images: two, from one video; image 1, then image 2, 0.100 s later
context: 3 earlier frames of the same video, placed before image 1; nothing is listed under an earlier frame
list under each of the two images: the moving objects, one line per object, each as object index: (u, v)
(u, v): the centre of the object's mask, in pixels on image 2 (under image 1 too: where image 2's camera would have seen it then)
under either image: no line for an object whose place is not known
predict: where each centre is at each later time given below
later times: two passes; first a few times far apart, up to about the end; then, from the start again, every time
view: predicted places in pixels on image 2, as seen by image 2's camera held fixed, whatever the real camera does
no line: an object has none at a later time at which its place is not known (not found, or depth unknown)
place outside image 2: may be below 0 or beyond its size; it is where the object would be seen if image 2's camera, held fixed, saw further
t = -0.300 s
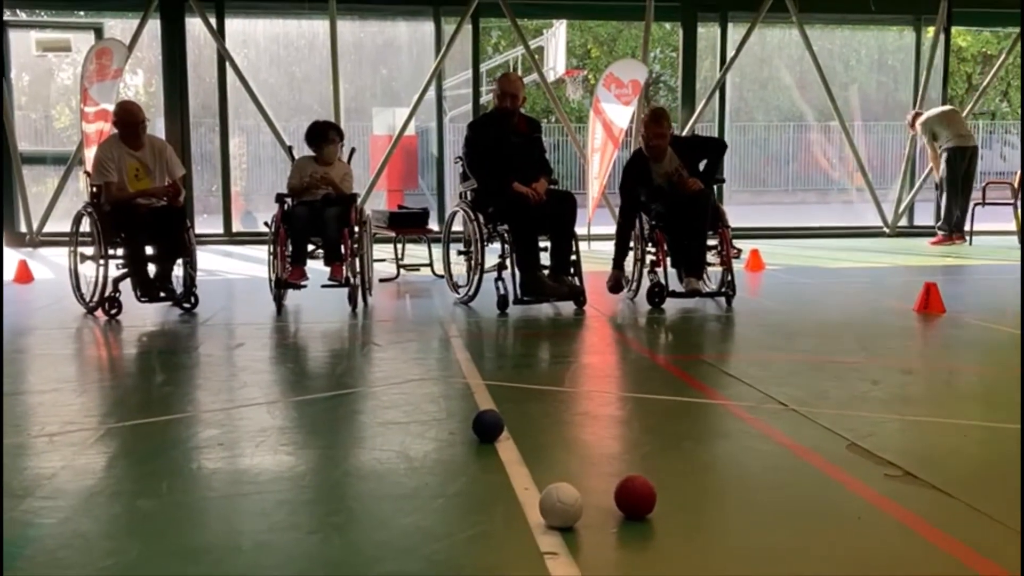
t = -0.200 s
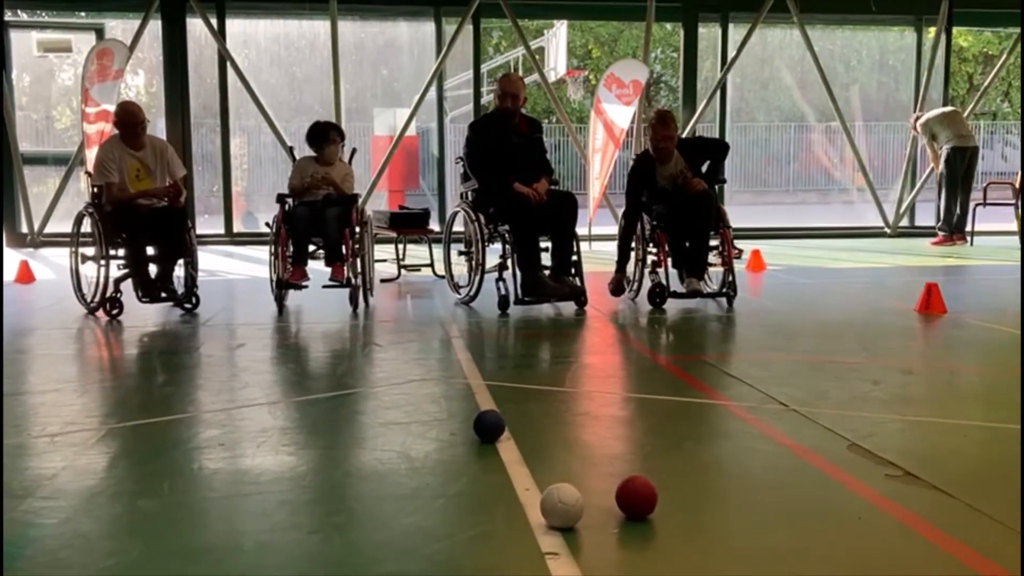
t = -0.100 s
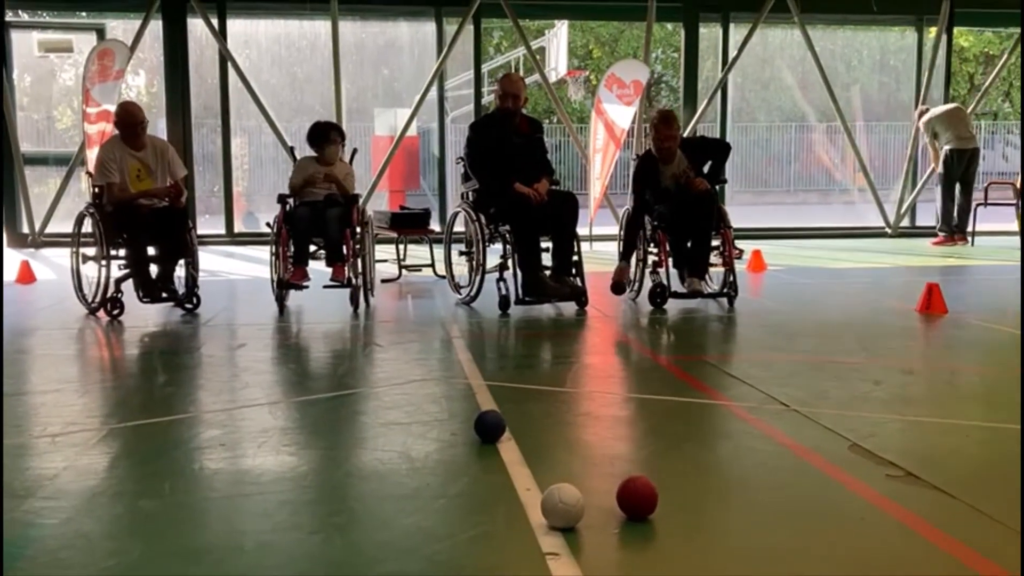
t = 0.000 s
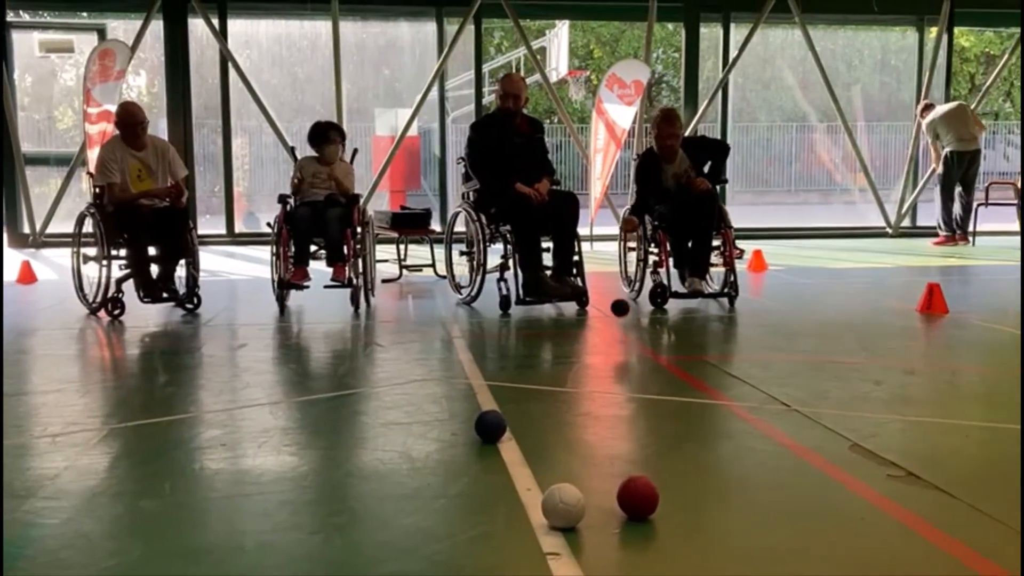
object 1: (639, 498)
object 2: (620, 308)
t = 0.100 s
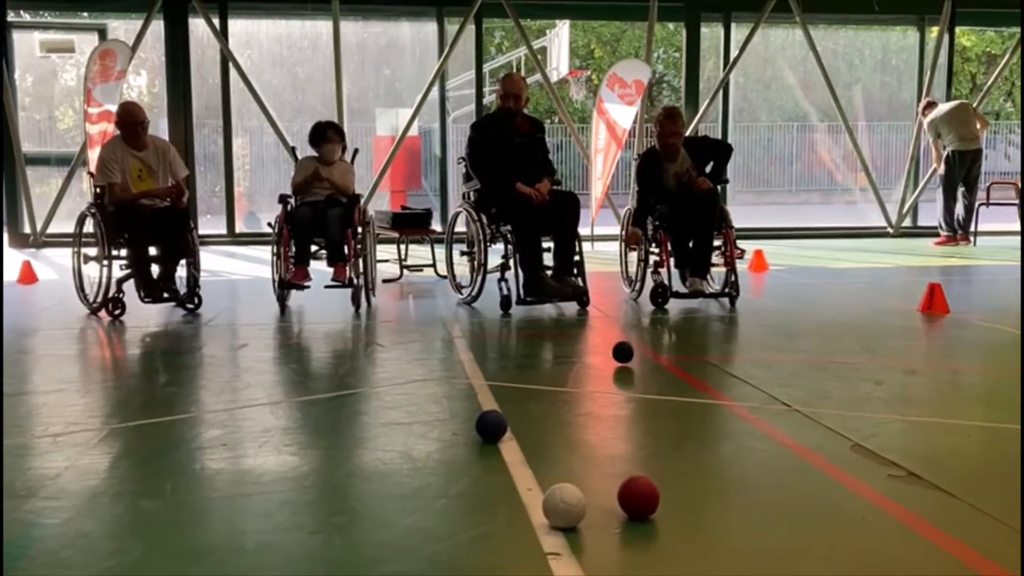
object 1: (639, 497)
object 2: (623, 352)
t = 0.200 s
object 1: (639, 498)
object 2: (626, 378)
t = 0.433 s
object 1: (639, 497)
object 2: (638, 450)
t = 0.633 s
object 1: (637, 512)
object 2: (666, 497)
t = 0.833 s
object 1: (636, 521)
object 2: (673, 502)
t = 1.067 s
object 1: (636, 521)
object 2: (673, 502)
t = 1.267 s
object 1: (635, 521)
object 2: (673, 502)
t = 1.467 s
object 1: (636, 521)
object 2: (673, 502)
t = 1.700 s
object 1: (635, 521)
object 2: (673, 502)
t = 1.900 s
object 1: (636, 521)
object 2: (673, 502)
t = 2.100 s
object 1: (635, 521)
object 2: (673, 502)
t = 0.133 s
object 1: (639, 498)
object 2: (624, 360)
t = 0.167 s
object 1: (639, 497)
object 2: (625, 370)
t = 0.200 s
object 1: (639, 498)
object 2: (626, 378)
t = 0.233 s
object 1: (638, 497)
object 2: (628, 386)
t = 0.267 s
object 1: (639, 498)
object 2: (629, 394)
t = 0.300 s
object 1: (638, 497)
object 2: (631, 404)
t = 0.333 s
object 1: (638, 497)
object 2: (632, 414)
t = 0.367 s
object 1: (638, 497)
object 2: (634, 426)
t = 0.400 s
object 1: (639, 497)
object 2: (636, 436)
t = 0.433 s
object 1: (639, 497)
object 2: (638, 450)
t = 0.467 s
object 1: (639, 497)
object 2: (640, 460)
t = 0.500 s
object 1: (639, 497)
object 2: (642, 468)
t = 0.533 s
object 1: (638, 499)
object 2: (648, 474)
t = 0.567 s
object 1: (638, 503)
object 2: (654, 477)
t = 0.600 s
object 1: (637, 509)
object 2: (663, 493)
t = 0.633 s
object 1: (637, 512)
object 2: (666, 497)
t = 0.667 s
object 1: (637, 515)
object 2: (669, 499)
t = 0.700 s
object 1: (638, 517)
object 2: (672, 501)
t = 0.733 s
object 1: (637, 519)
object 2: (673, 502)
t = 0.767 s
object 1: (637, 520)
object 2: (674, 502)
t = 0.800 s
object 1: (636, 521)
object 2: (673, 502)
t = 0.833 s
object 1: (636, 521)
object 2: (673, 502)
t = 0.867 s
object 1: (635, 521)
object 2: (673, 502)
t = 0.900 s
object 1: (635, 521)
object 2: (673, 502)
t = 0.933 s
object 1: (635, 521)
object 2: (673, 502)
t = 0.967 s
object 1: (635, 521)
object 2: (673, 502)
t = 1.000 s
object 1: (636, 521)
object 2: (673, 502)
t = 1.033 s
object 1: (636, 521)
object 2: (673, 502)
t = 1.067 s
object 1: (636, 521)
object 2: (673, 502)
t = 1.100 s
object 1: (636, 521)
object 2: (673, 502)
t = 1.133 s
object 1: (636, 521)
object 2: (673, 502)
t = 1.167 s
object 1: (636, 521)
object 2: (673, 502)
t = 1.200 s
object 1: (636, 521)
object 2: (673, 502)
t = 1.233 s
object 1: (635, 521)
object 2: (673, 502)
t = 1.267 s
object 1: (635, 521)
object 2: (673, 502)
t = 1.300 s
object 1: (636, 521)
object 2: (673, 502)
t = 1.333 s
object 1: (635, 521)
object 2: (673, 502)
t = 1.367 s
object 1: (635, 521)
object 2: (673, 502)
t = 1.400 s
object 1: (636, 521)
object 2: (673, 502)
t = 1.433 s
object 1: (636, 521)
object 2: (673, 502)
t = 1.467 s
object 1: (636, 521)
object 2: (673, 502)
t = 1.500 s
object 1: (636, 521)
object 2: (673, 502)
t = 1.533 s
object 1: (636, 521)
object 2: (673, 502)
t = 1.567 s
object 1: (636, 521)
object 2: (673, 502)
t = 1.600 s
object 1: (636, 521)
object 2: (673, 502)
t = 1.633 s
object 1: (635, 521)
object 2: (673, 502)
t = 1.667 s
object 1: (636, 521)
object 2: (673, 502)
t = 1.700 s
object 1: (635, 521)
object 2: (673, 502)
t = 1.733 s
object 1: (636, 521)
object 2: (673, 502)
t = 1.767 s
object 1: (636, 521)
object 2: (673, 502)
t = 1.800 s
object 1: (636, 521)
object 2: (673, 502)
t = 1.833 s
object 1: (636, 521)
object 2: (673, 502)
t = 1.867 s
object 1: (636, 521)
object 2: (673, 502)
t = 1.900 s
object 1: (636, 521)
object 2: (673, 502)
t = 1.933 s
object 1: (636, 521)
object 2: (673, 502)
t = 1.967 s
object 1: (636, 521)
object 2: (673, 502)
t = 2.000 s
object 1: (636, 521)
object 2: (673, 502)
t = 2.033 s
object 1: (636, 521)
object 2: (673, 502)
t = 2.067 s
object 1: (636, 521)
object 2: (673, 502)
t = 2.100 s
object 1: (635, 521)
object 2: (673, 502)
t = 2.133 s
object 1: (635, 521)
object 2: (673, 502)
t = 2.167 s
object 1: (636, 521)
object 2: (673, 502)
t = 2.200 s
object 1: (635, 521)
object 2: (673, 502)
